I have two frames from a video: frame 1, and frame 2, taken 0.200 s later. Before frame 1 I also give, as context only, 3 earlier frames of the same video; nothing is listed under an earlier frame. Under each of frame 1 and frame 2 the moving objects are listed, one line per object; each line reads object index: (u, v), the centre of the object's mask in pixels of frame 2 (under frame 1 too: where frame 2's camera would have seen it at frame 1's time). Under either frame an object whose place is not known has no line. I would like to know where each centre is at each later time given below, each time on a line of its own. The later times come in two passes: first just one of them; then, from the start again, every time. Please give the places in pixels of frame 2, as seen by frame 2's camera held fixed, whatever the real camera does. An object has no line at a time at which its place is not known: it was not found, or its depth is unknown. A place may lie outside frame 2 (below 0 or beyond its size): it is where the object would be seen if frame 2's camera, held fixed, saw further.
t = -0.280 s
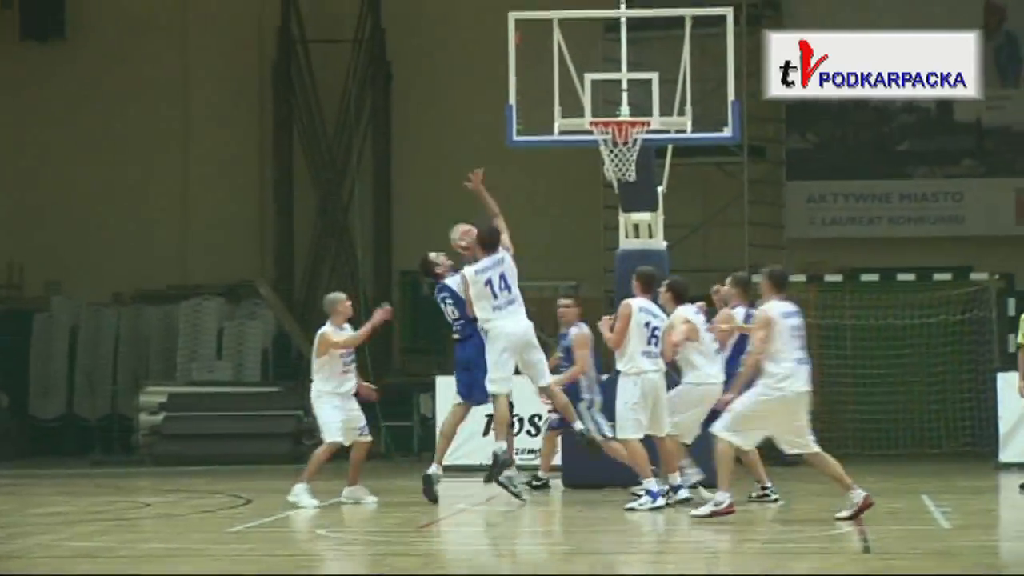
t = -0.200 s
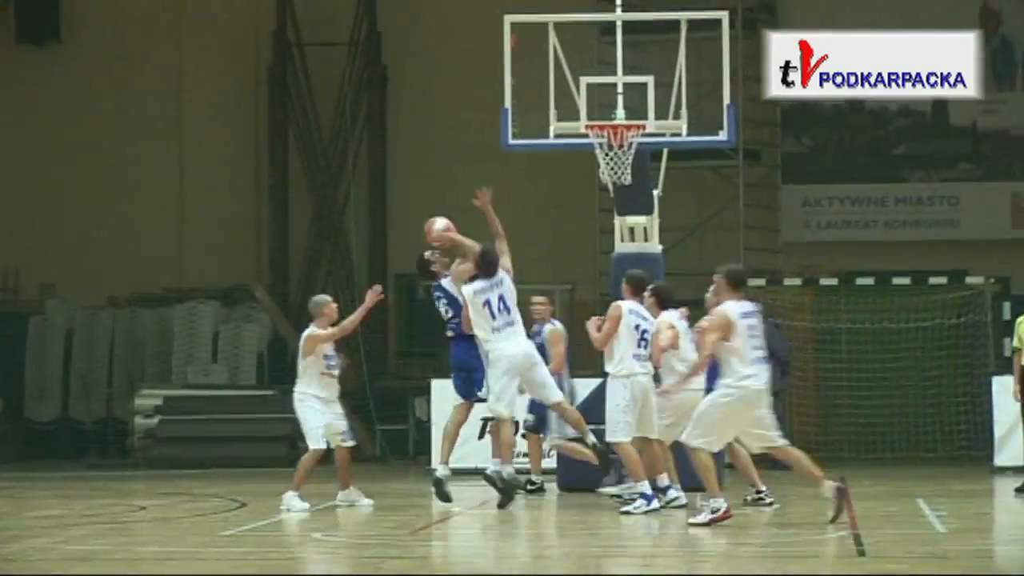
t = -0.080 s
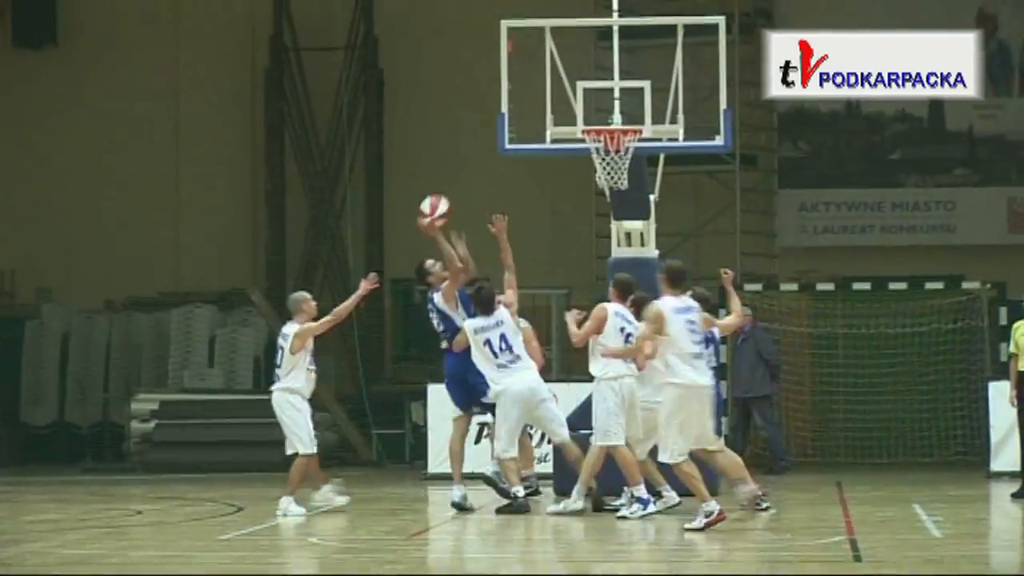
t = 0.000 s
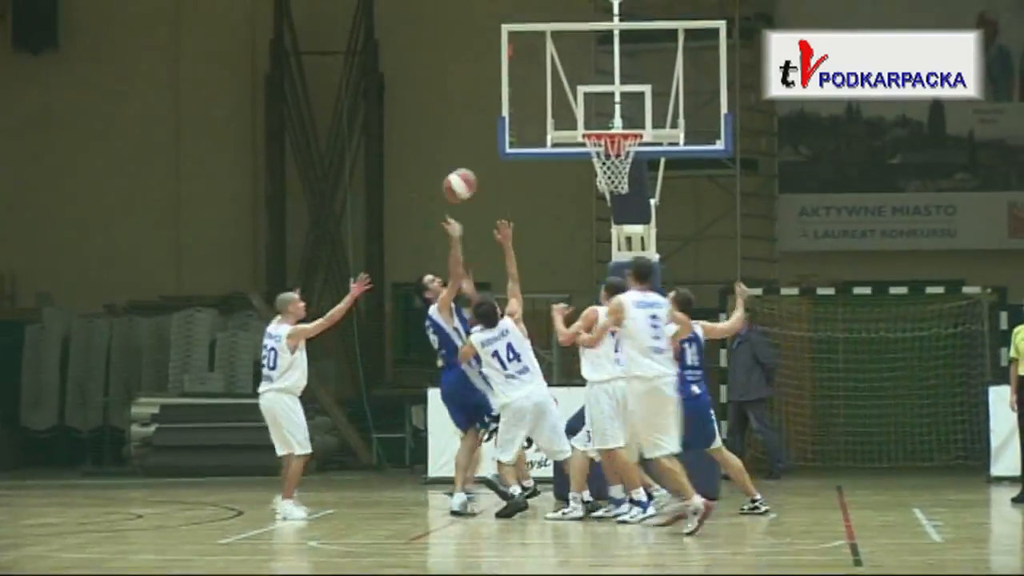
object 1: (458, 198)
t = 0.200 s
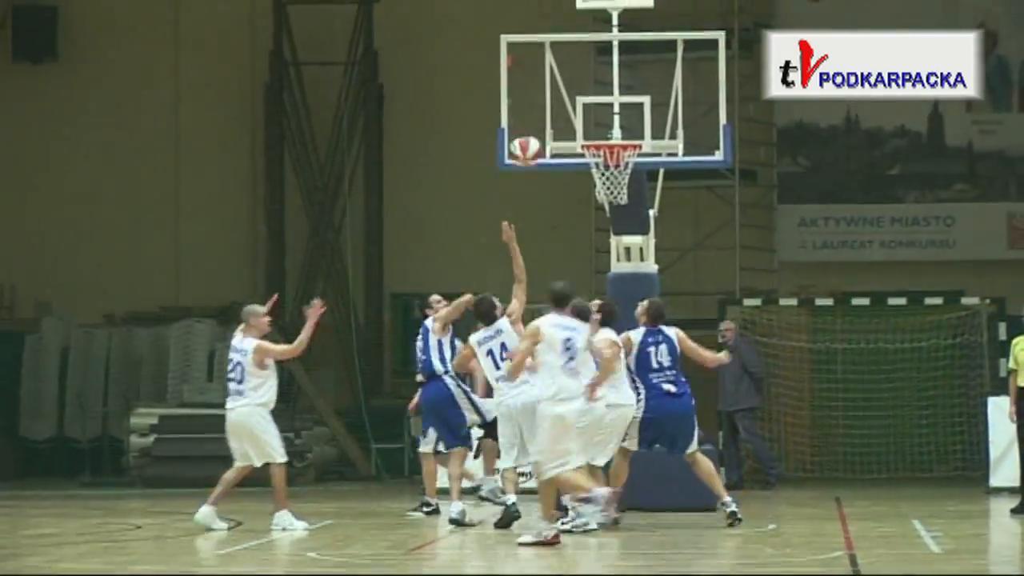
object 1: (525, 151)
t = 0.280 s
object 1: (552, 146)
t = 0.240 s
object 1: (539, 147)
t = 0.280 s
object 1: (552, 146)
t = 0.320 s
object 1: (567, 146)
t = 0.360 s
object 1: (580, 149)
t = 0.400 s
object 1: (594, 153)
